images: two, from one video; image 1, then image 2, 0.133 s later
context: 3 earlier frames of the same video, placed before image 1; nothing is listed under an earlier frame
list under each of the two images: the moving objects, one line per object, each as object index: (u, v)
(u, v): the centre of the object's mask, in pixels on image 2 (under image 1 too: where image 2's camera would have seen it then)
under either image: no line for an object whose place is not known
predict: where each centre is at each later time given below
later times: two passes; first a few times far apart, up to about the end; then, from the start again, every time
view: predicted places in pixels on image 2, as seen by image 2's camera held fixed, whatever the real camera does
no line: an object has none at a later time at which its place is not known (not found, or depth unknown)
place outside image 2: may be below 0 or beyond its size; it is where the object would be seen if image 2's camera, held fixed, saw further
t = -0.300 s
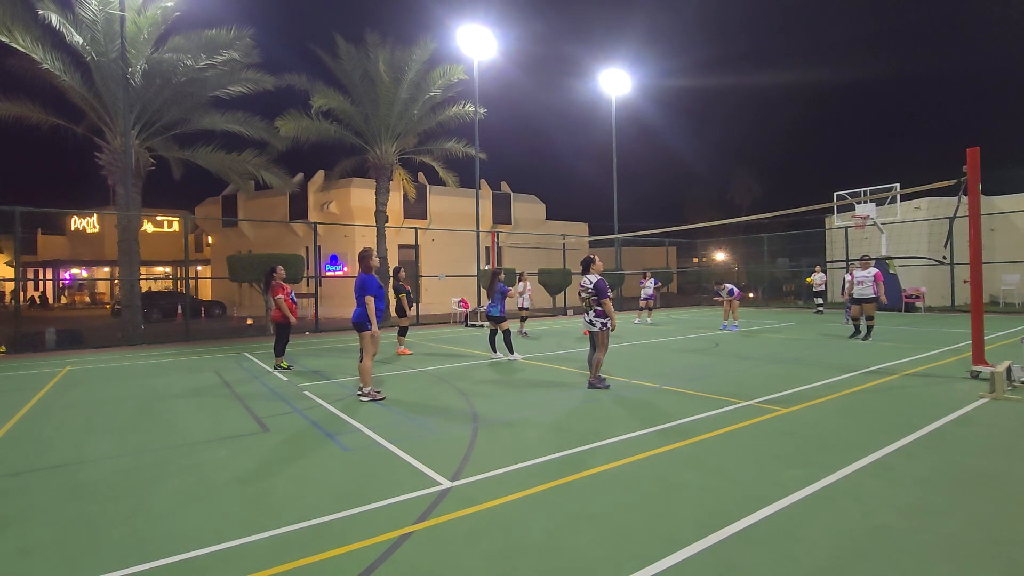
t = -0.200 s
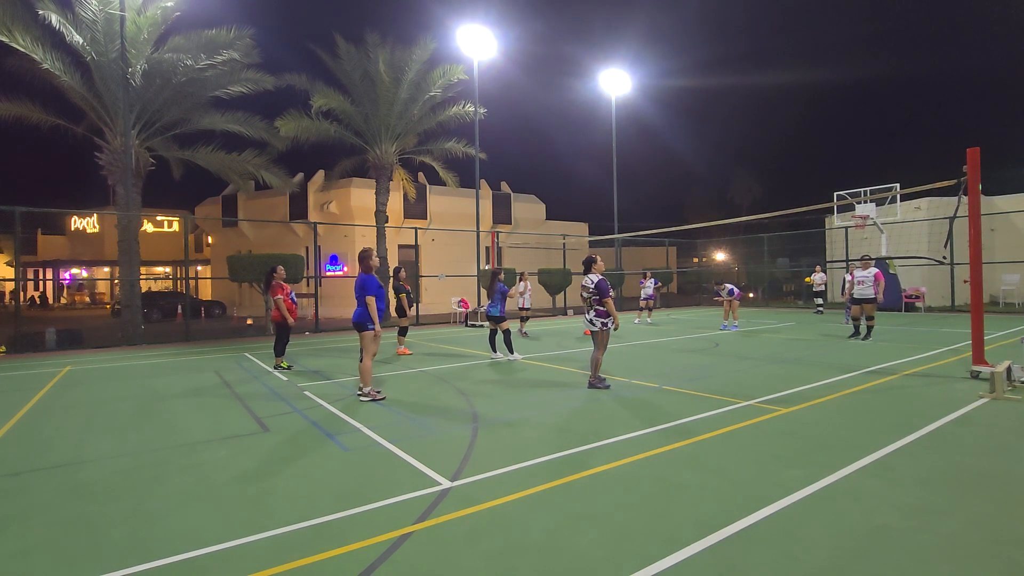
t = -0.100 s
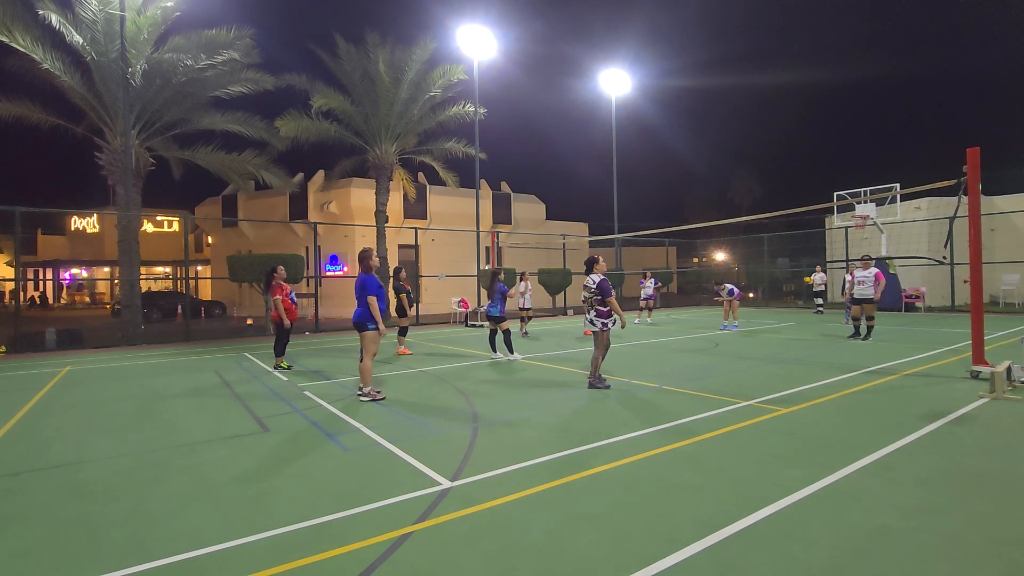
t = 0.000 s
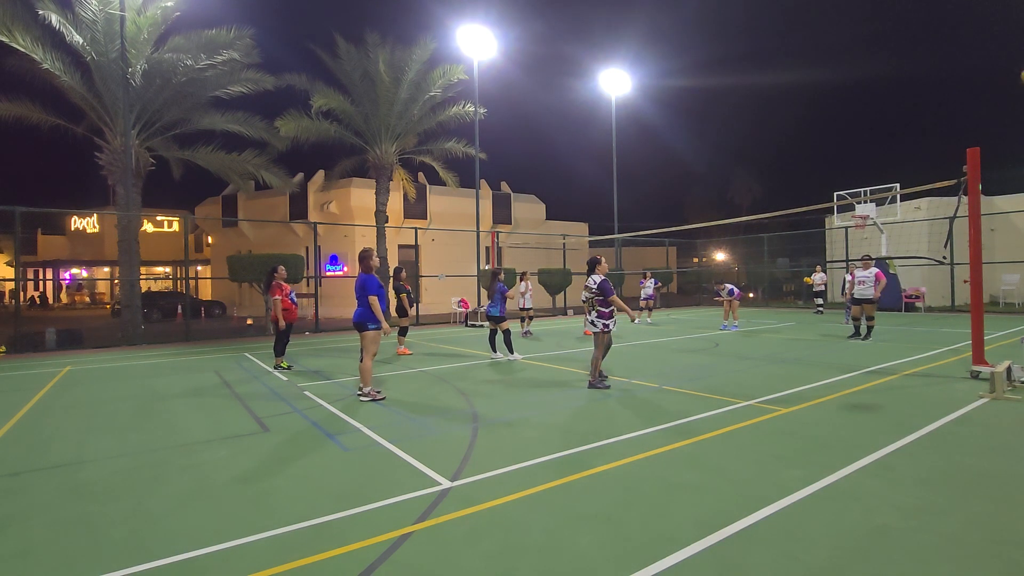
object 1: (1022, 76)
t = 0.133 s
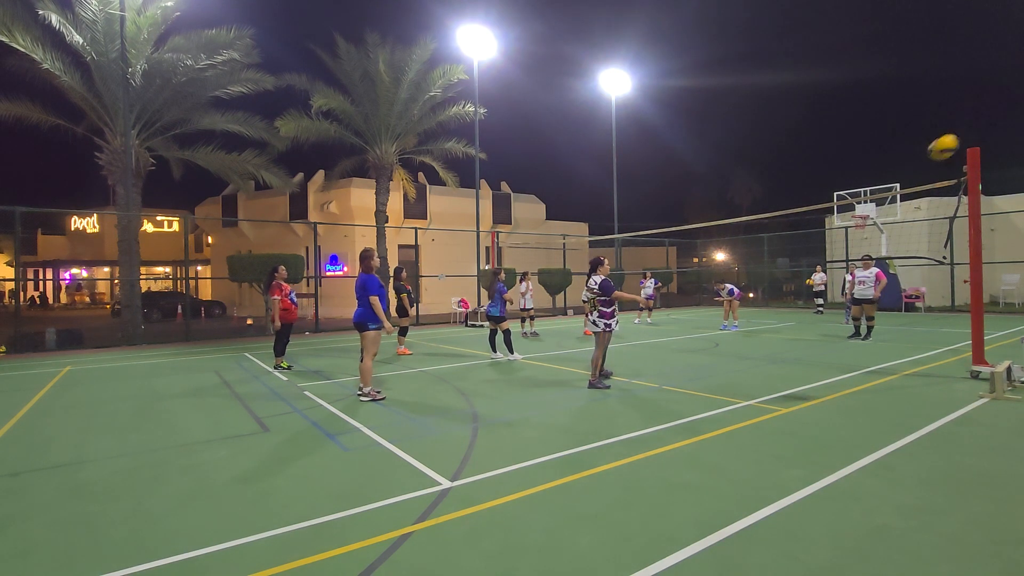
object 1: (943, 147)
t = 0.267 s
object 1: (863, 227)
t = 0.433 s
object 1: (778, 337)
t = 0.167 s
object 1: (922, 167)
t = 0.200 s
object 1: (902, 185)
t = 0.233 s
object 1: (883, 206)
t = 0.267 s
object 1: (863, 227)
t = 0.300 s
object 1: (845, 249)
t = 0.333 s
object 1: (827, 270)
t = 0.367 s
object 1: (809, 292)
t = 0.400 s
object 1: (793, 314)
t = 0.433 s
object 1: (778, 337)
